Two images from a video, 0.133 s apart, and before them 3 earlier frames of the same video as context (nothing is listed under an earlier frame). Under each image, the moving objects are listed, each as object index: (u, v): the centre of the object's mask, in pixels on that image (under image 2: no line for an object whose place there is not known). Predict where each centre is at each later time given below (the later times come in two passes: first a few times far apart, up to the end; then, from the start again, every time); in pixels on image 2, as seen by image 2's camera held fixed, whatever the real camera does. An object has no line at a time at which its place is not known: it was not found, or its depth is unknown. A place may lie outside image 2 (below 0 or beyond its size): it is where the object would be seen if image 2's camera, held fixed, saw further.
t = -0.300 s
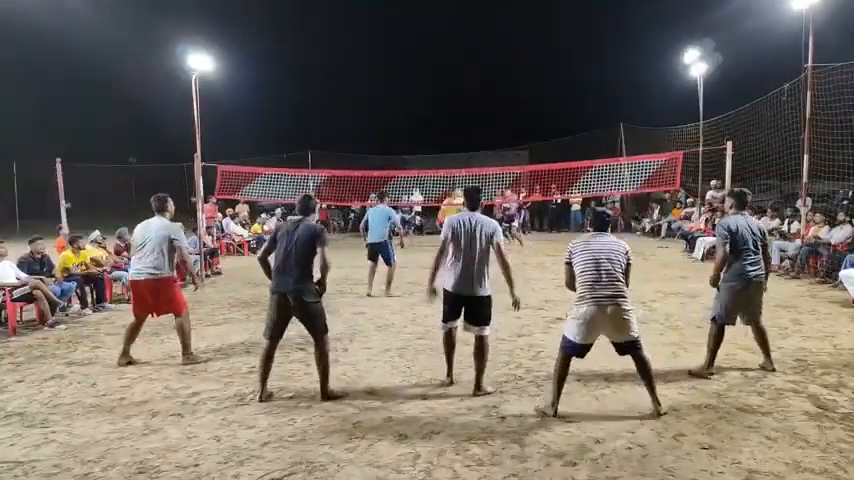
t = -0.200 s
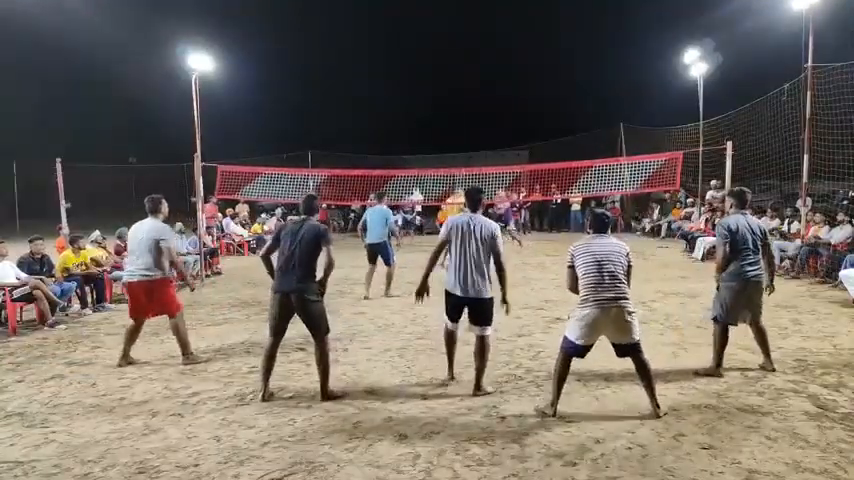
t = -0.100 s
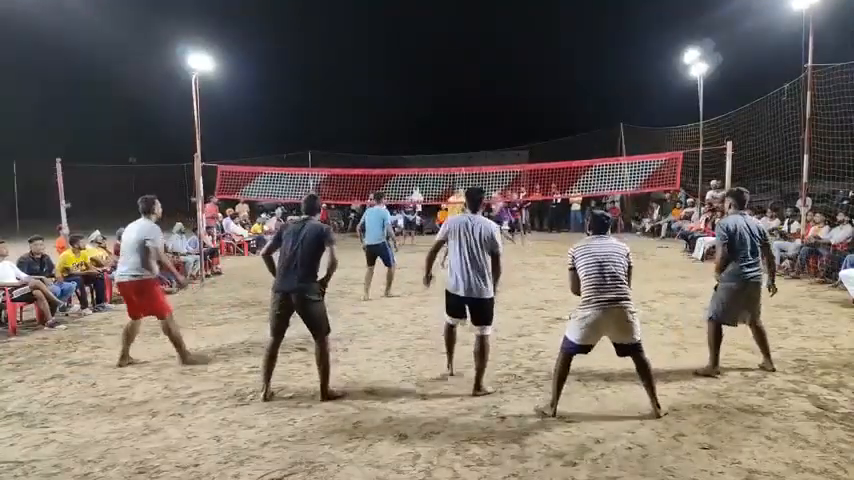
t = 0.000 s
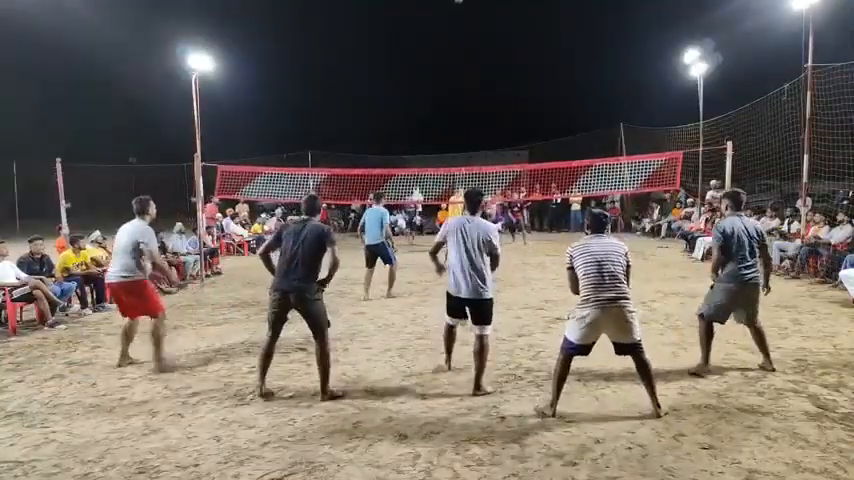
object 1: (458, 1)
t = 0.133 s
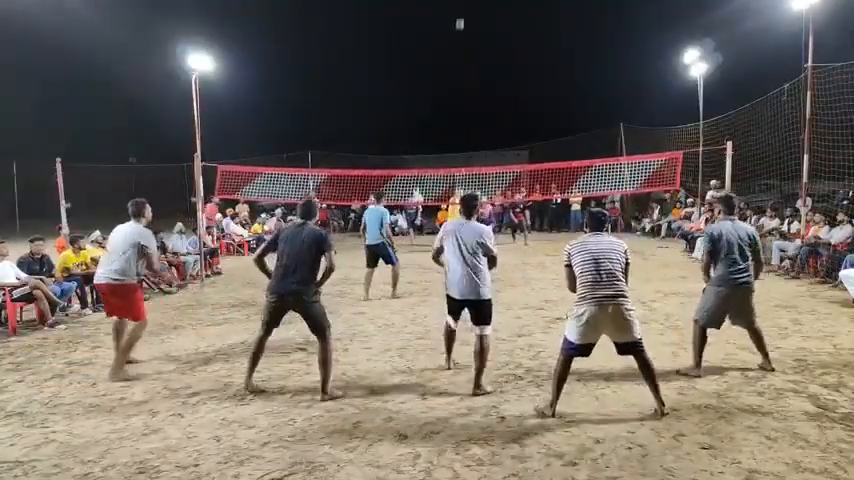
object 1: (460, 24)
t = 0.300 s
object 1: (461, 63)
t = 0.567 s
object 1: (464, 137)
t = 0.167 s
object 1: (460, 31)
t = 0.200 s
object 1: (460, 39)
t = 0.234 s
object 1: (461, 46)
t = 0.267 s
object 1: (461, 55)
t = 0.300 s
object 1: (461, 63)
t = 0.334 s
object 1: (462, 72)
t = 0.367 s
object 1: (462, 81)
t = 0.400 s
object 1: (463, 90)
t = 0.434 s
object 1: (463, 99)
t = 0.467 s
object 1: (463, 108)
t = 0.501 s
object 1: (464, 118)
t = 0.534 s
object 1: (464, 127)
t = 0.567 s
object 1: (464, 137)
